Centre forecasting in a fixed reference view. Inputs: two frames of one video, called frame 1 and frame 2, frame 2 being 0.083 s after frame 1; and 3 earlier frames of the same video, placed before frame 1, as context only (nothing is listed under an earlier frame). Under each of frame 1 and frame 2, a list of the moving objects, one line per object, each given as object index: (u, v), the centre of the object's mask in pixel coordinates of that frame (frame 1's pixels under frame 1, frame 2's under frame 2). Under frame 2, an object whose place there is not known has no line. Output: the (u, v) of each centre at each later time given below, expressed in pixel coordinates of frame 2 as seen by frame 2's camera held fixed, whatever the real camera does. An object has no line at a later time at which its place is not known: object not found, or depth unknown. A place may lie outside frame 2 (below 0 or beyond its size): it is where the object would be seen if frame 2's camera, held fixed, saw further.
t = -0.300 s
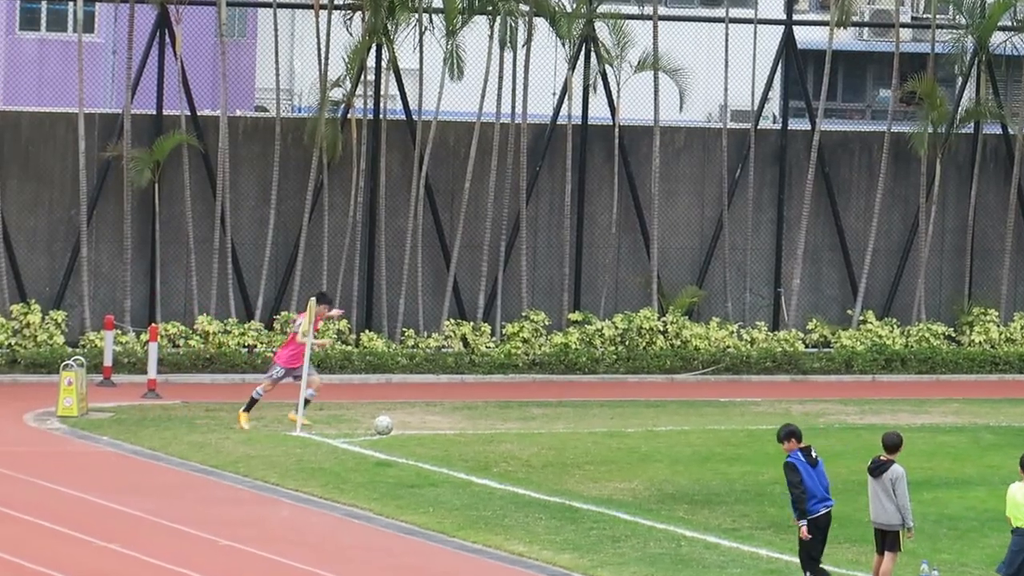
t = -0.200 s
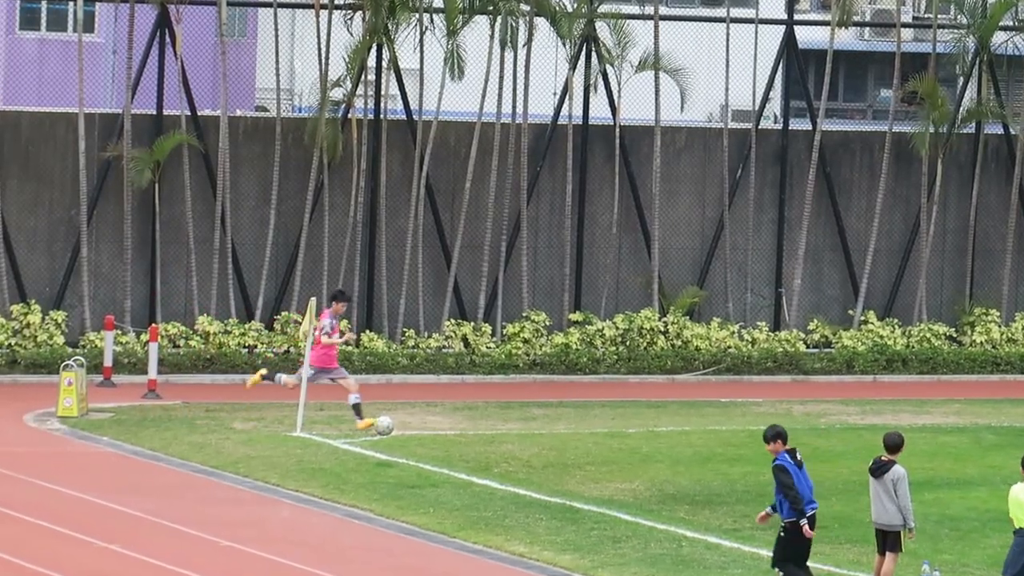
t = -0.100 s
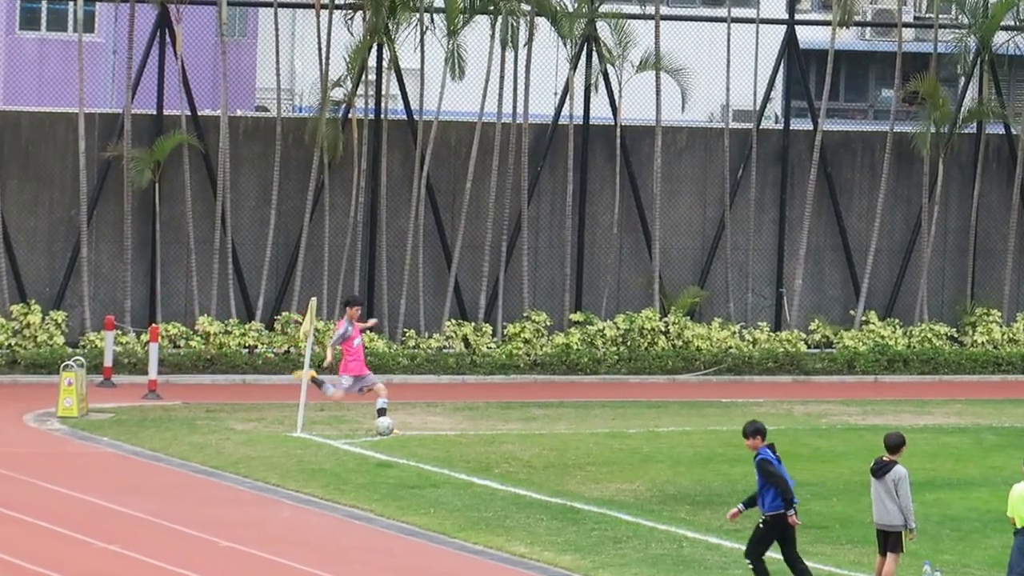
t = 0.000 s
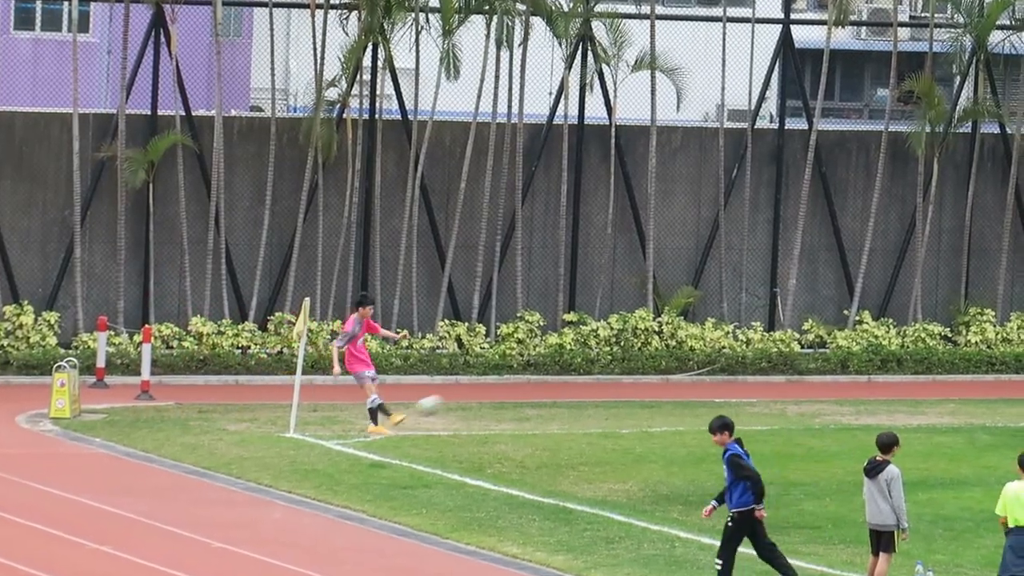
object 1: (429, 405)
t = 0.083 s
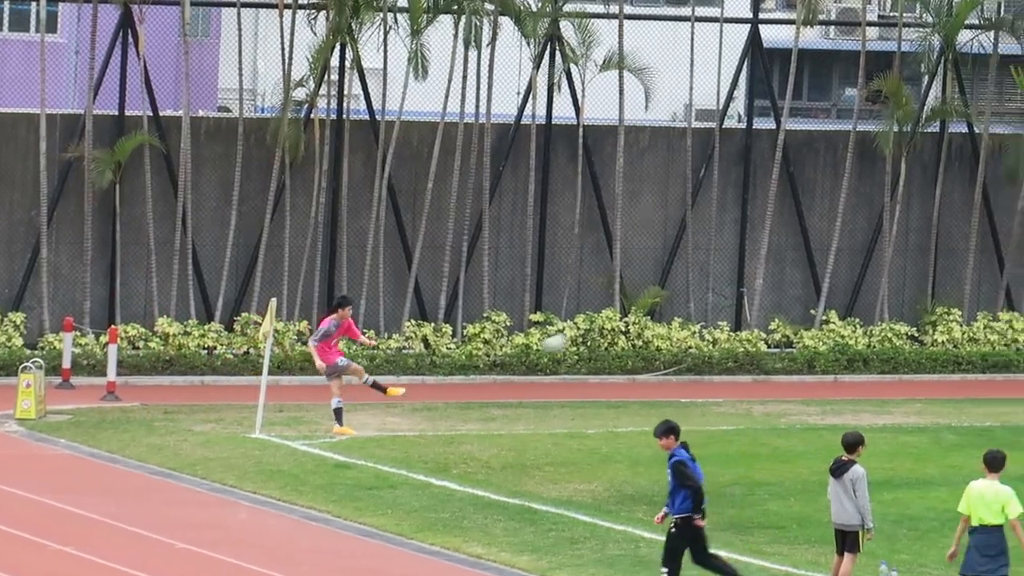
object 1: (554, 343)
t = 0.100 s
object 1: (586, 333)
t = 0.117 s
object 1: (618, 322)
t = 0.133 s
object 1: (648, 311)
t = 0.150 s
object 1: (677, 300)
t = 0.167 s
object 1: (707, 290)
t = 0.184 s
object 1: (737, 281)
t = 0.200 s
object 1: (766, 271)
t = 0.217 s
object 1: (795, 262)
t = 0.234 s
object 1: (823, 254)
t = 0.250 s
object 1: (851, 246)
